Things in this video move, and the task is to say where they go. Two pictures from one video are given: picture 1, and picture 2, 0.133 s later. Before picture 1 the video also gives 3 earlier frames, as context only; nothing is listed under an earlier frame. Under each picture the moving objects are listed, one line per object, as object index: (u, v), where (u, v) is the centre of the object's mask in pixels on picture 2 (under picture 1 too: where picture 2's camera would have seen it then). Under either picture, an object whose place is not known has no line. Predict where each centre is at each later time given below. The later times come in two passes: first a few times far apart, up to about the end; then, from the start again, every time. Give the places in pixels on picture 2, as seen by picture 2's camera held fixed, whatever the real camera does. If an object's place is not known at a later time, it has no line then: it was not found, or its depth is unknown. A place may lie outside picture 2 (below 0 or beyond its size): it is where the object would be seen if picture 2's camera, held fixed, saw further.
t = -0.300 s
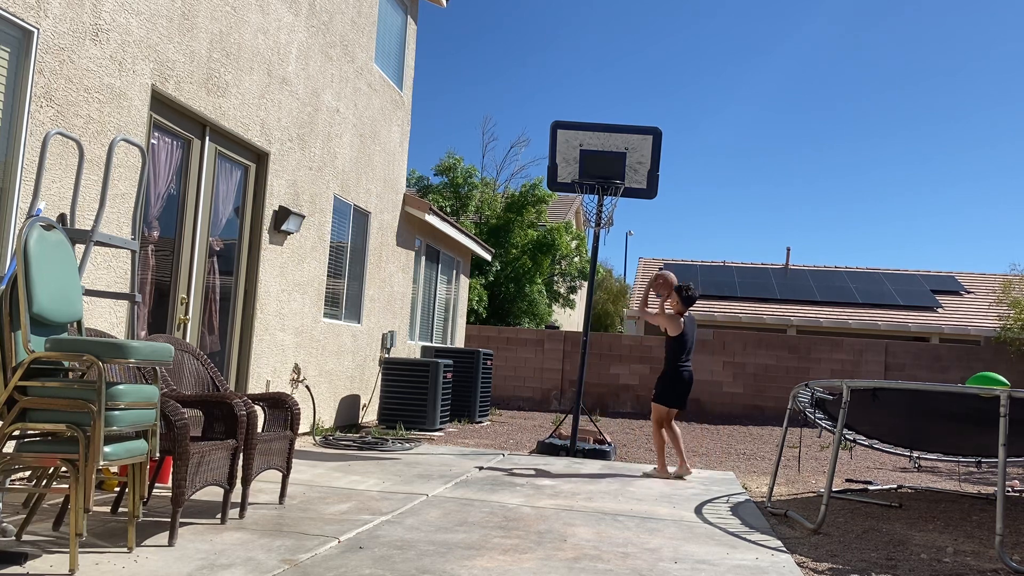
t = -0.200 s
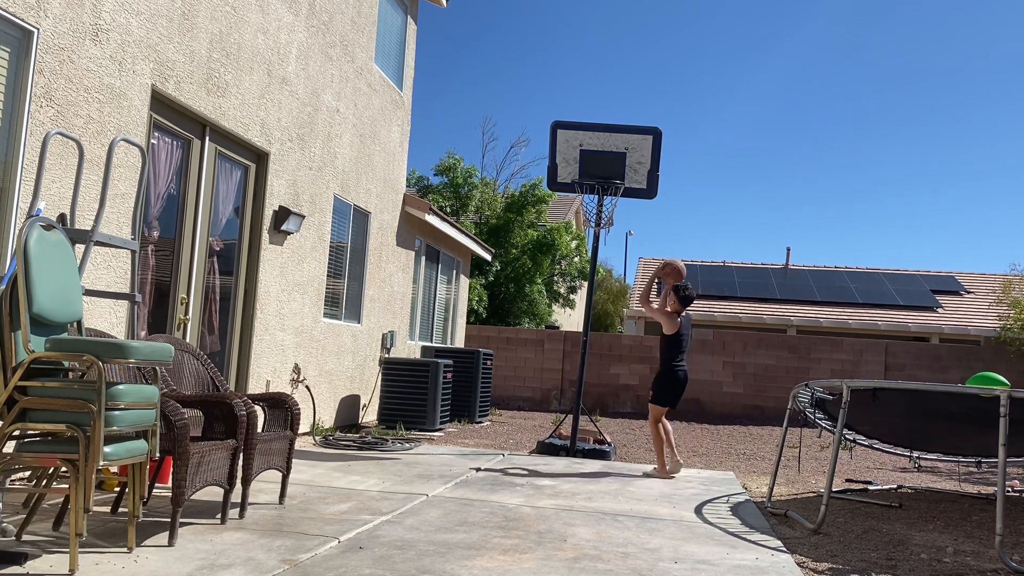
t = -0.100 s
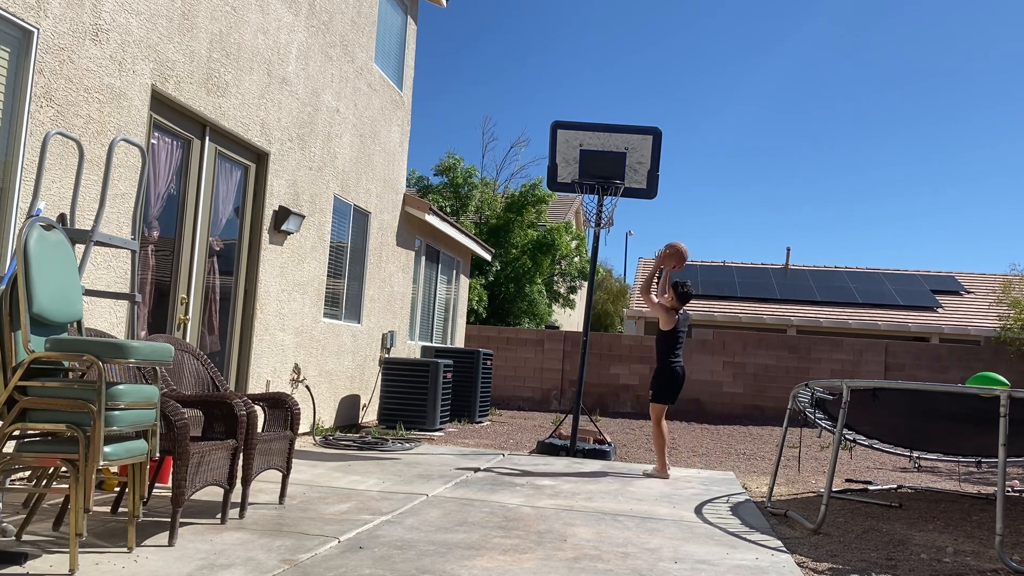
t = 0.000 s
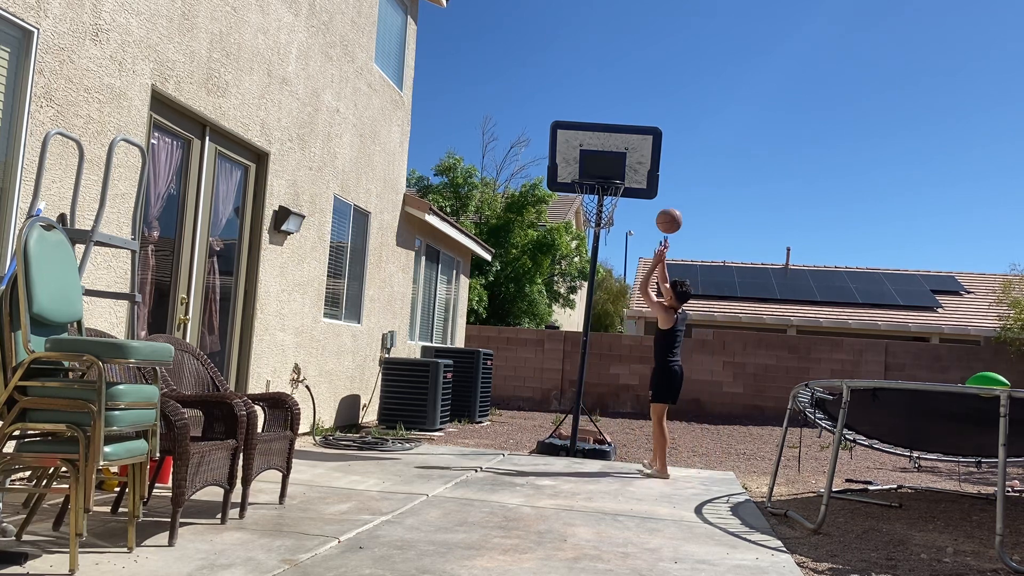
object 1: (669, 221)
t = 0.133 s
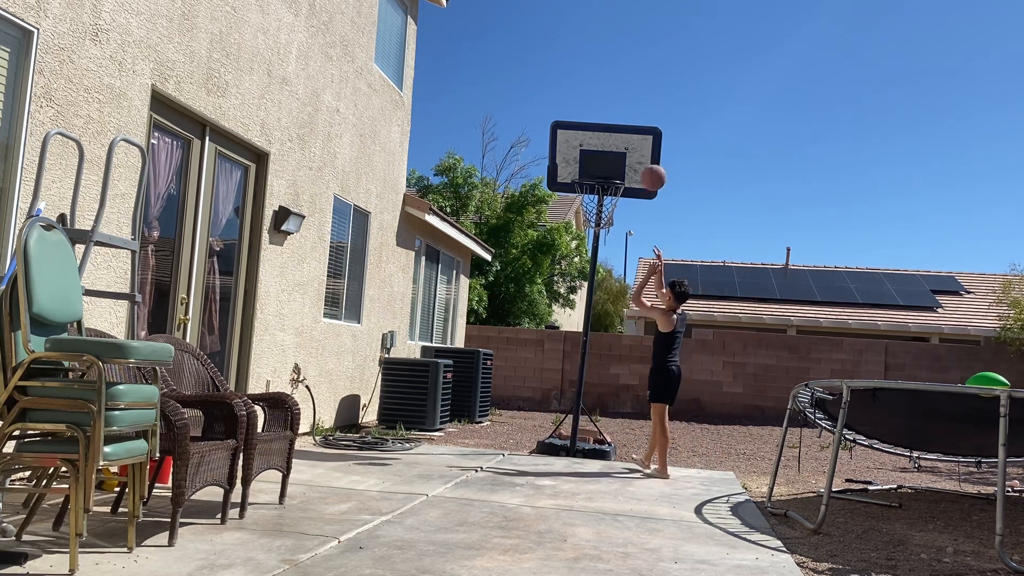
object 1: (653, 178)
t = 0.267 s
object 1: (637, 154)
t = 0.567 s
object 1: (602, 191)
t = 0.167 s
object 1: (650, 170)
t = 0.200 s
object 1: (645, 163)
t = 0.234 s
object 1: (641, 159)
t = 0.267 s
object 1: (637, 154)
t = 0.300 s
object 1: (633, 153)
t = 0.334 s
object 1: (630, 153)
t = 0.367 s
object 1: (626, 155)
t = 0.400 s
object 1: (622, 158)
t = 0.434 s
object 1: (618, 163)
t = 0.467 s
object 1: (614, 168)
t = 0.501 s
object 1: (610, 174)
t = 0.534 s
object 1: (606, 182)
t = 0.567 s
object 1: (602, 191)
